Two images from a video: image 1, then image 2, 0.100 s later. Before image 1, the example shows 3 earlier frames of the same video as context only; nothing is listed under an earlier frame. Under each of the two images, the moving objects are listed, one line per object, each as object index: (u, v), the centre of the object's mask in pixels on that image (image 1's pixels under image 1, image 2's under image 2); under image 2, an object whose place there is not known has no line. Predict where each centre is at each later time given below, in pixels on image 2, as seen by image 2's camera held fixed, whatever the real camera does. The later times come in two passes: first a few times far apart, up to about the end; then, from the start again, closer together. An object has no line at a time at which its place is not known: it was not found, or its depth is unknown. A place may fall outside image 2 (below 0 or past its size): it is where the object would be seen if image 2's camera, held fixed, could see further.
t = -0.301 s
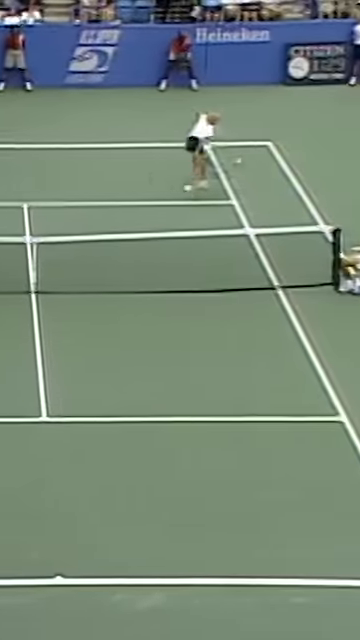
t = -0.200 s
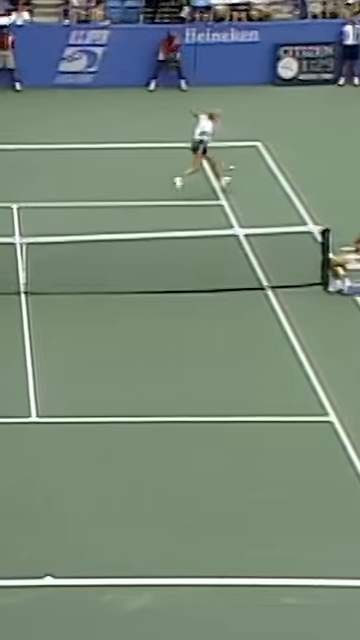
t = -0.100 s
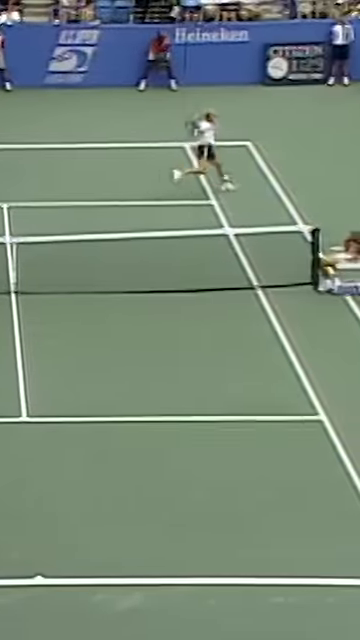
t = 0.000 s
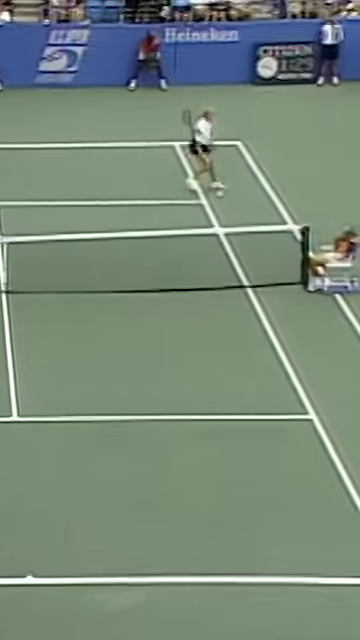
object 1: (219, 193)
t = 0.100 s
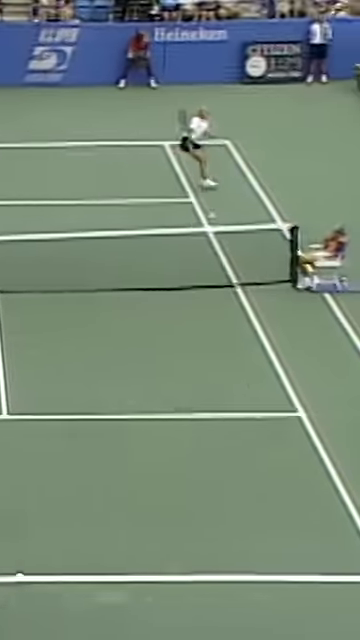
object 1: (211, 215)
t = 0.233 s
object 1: (216, 256)
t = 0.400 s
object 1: (222, 324)
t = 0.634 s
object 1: (229, 390)
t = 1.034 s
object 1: (238, 411)
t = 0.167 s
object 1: (212, 235)
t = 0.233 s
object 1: (216, 256)
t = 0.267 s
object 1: (218, 267)
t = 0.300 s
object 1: (218, 280)
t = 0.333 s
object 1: (218, 293)
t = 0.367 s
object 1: (220, 308)
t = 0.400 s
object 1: (222, 324)
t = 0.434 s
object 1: (223, 339)
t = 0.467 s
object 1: (224, 356)
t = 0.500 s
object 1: (226, 375)
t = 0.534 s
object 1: (227, 393)
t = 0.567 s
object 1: (228, 397)
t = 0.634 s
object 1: (229, 390)
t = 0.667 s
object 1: (230, 388)
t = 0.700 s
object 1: (231, 386)
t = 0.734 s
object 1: (232, 384)
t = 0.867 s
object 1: (235, 388)
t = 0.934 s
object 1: (237, 394)
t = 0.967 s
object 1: (238, 398)
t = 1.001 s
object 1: (238, 404)
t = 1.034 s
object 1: (238, 411)
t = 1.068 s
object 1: (239, 418)
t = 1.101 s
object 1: (240, 426)
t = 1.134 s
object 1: (240, 435)
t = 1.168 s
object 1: (241, 446)
